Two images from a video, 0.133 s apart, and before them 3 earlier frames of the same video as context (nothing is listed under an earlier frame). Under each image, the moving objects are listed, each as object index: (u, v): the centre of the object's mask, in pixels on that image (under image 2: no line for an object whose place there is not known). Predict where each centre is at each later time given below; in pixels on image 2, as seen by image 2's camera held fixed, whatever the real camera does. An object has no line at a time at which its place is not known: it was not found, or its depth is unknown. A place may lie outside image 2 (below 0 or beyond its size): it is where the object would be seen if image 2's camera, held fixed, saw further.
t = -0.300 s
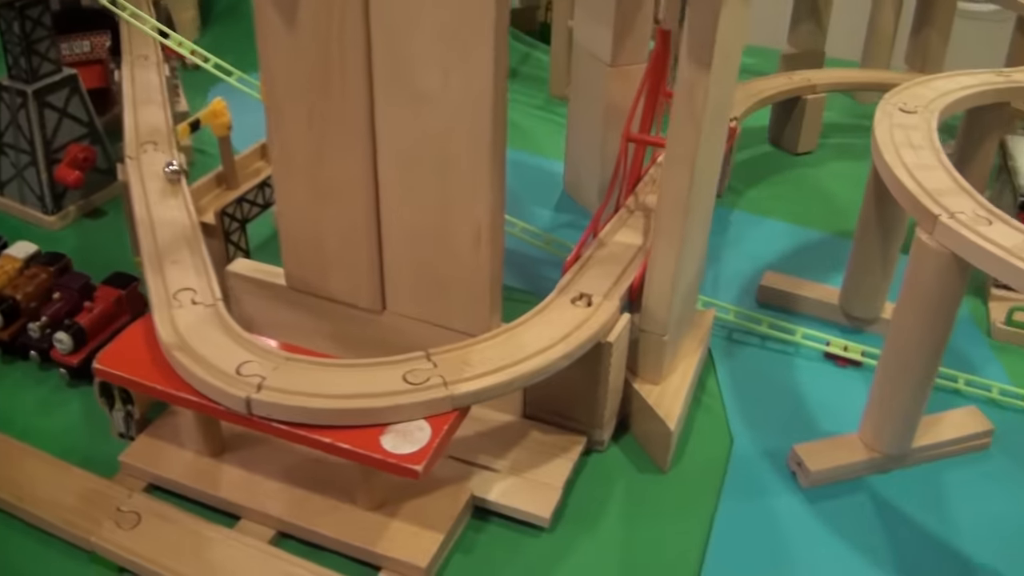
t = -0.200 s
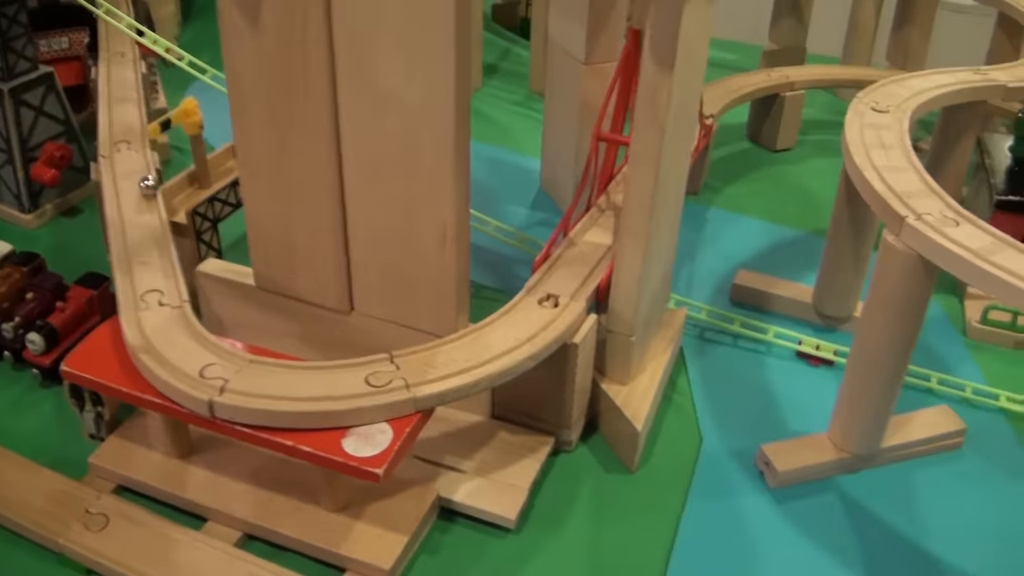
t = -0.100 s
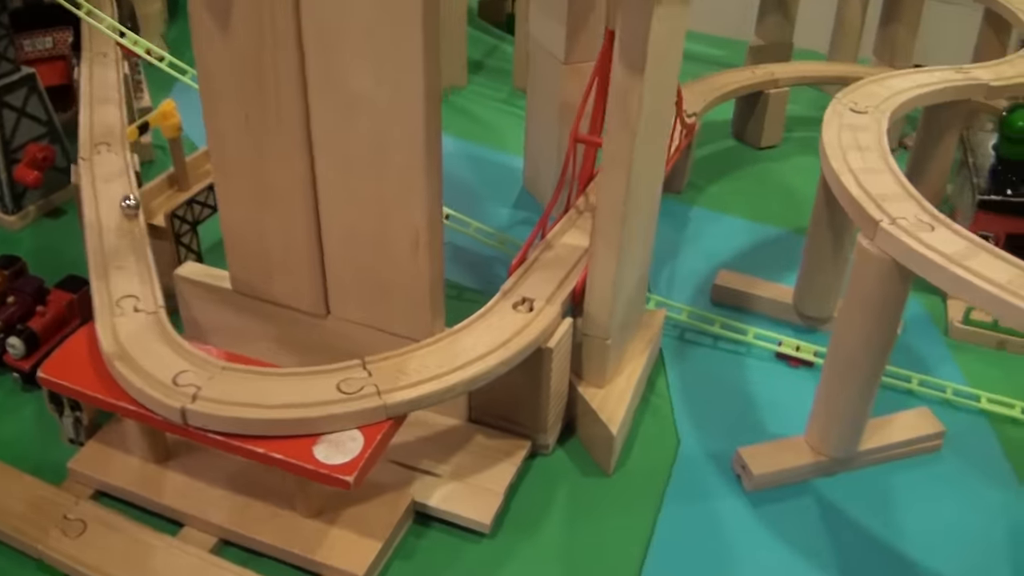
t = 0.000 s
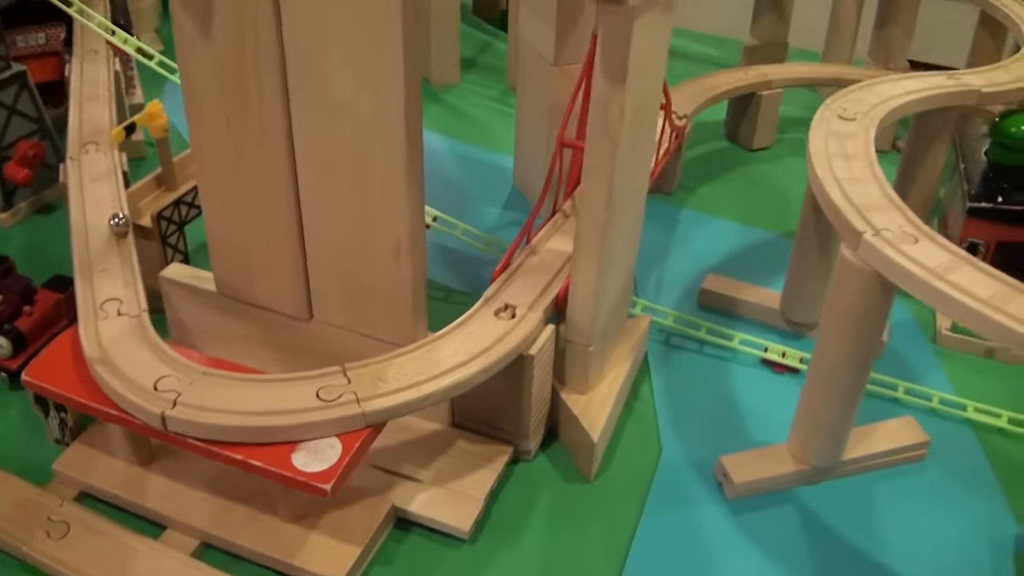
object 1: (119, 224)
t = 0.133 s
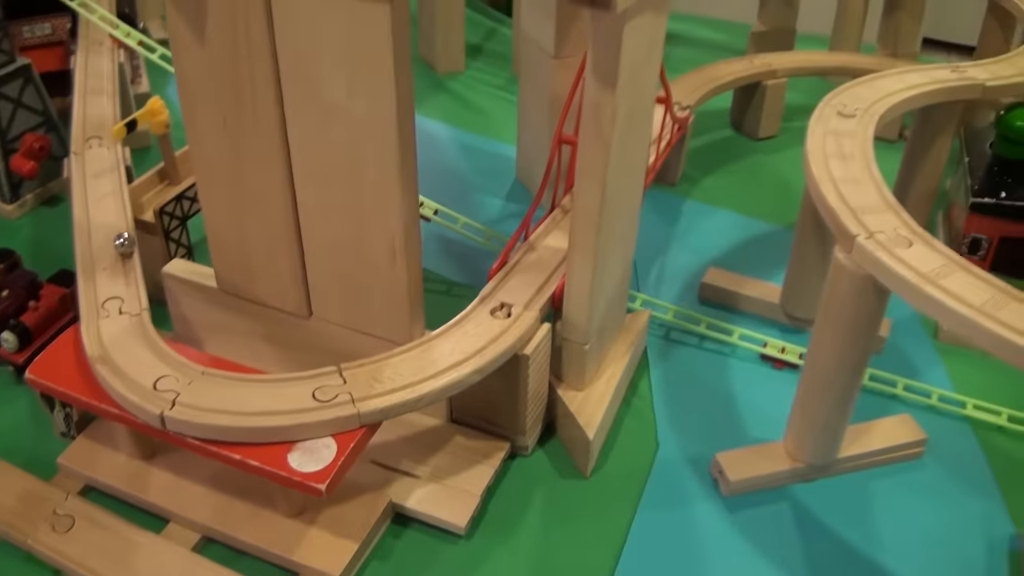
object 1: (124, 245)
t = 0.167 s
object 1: (126, 250)
